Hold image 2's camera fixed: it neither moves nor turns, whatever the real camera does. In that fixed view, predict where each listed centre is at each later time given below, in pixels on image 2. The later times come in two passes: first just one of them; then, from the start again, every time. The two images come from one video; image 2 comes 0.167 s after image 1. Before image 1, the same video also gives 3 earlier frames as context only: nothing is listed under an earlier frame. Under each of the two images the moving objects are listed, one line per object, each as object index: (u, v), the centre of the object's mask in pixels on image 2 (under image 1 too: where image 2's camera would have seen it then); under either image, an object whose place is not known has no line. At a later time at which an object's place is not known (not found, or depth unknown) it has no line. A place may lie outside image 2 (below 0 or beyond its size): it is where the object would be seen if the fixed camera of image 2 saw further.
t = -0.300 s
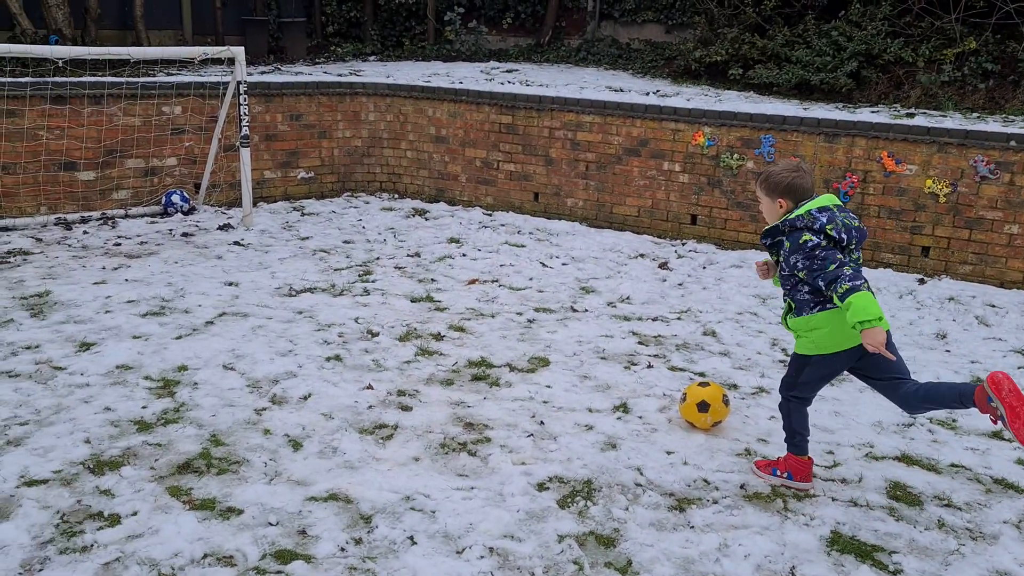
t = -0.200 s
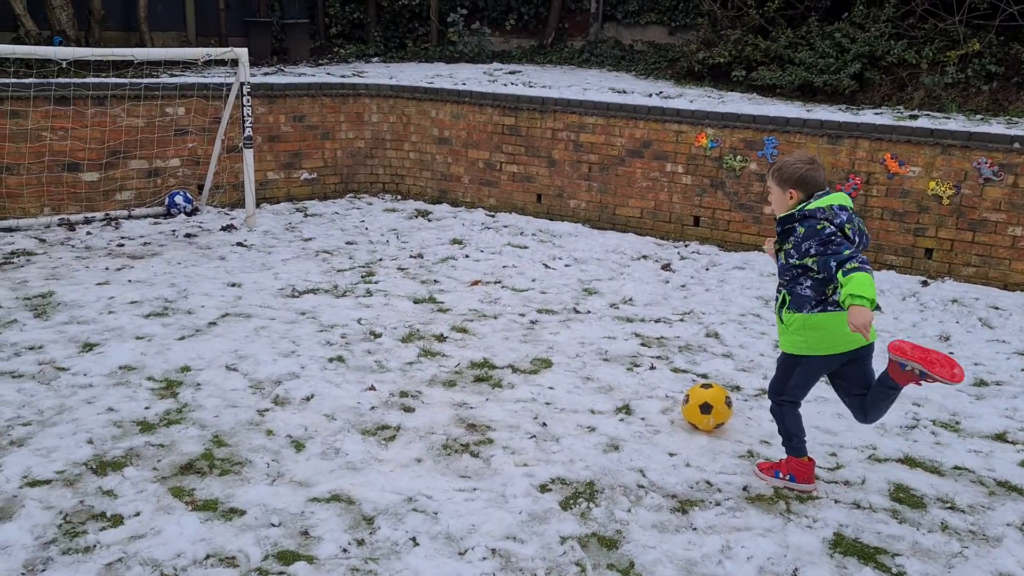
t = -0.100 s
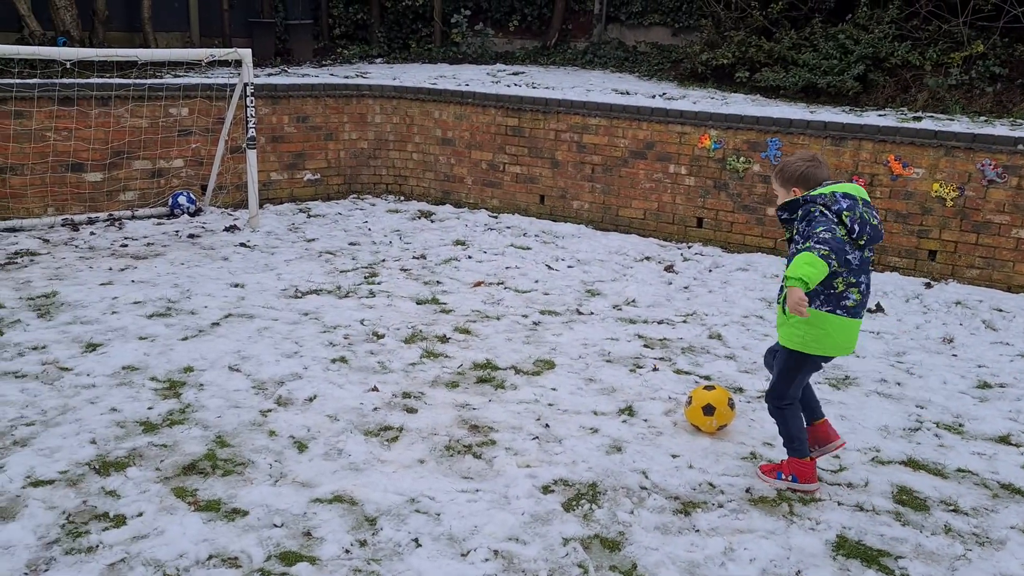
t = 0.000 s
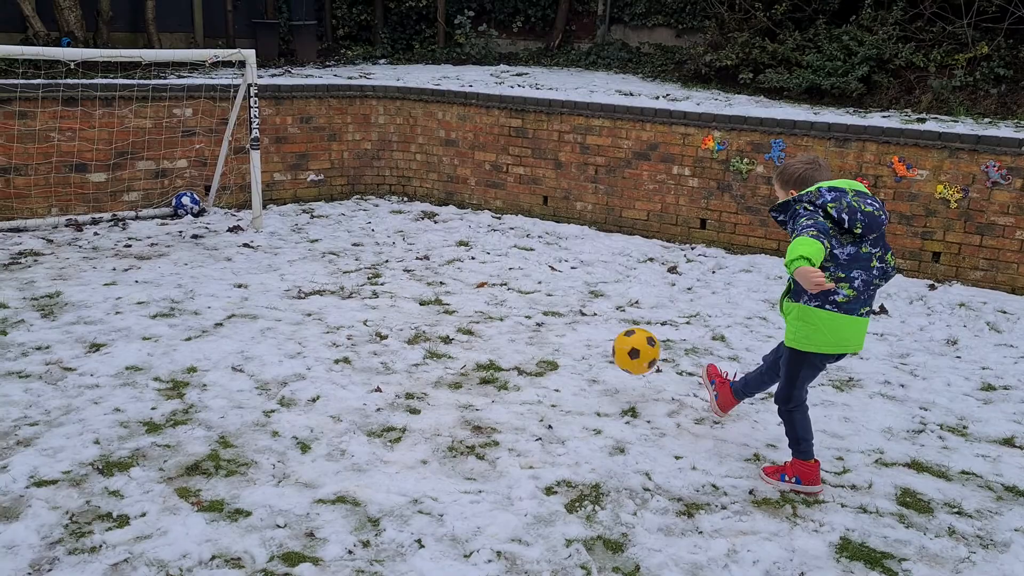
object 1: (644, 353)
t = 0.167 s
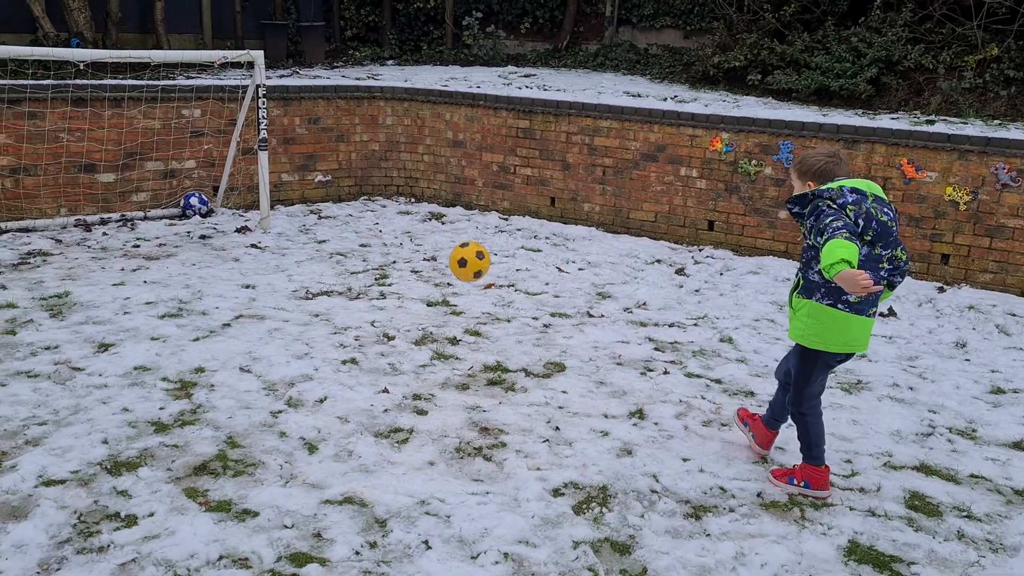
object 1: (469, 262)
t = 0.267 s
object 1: (389, 246)
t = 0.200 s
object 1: (441, 254)
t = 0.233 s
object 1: (415, 249)
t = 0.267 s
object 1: (389, 246)
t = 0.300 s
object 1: (364, 246)
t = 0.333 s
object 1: (341, 248)
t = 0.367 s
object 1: (320, 253)
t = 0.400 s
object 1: (300, 259)
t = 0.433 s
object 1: (281, 266)
